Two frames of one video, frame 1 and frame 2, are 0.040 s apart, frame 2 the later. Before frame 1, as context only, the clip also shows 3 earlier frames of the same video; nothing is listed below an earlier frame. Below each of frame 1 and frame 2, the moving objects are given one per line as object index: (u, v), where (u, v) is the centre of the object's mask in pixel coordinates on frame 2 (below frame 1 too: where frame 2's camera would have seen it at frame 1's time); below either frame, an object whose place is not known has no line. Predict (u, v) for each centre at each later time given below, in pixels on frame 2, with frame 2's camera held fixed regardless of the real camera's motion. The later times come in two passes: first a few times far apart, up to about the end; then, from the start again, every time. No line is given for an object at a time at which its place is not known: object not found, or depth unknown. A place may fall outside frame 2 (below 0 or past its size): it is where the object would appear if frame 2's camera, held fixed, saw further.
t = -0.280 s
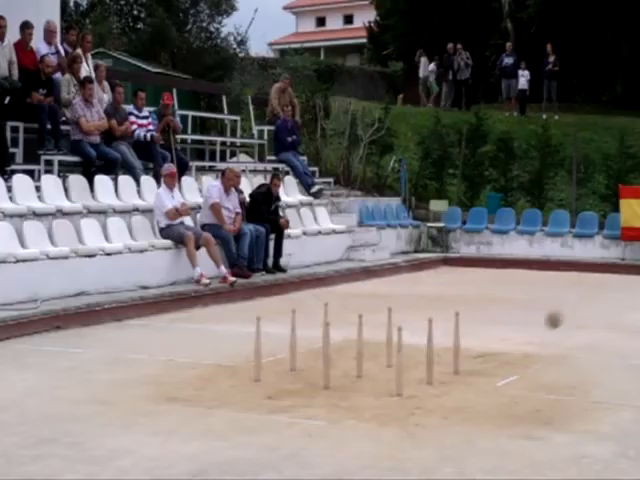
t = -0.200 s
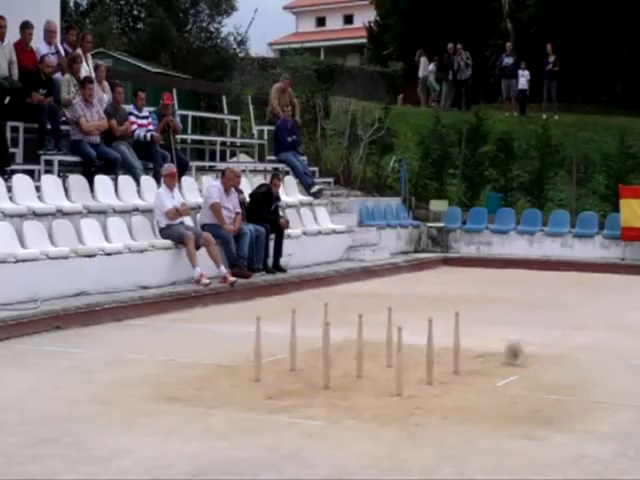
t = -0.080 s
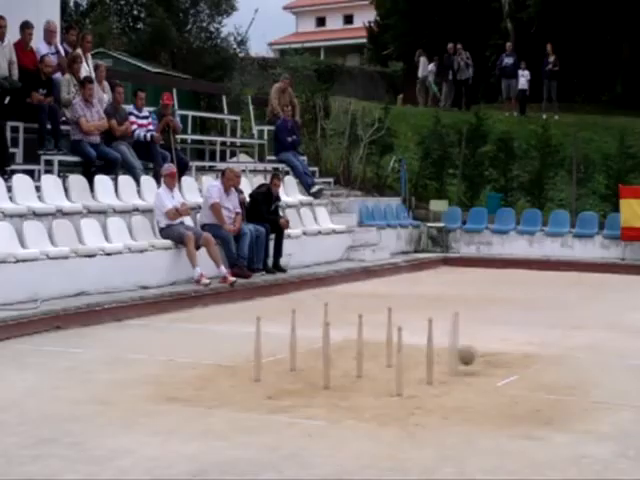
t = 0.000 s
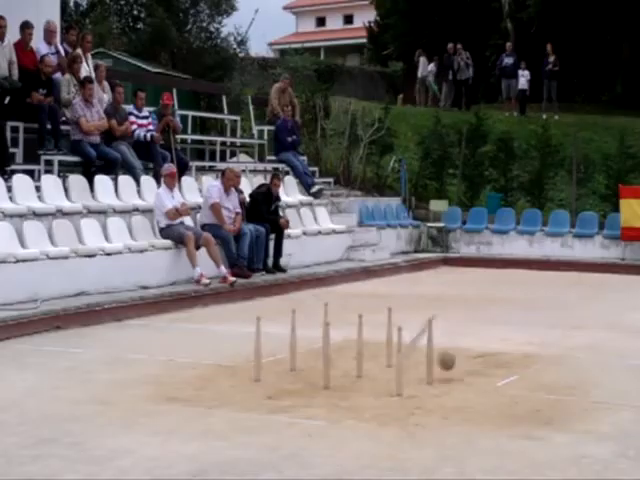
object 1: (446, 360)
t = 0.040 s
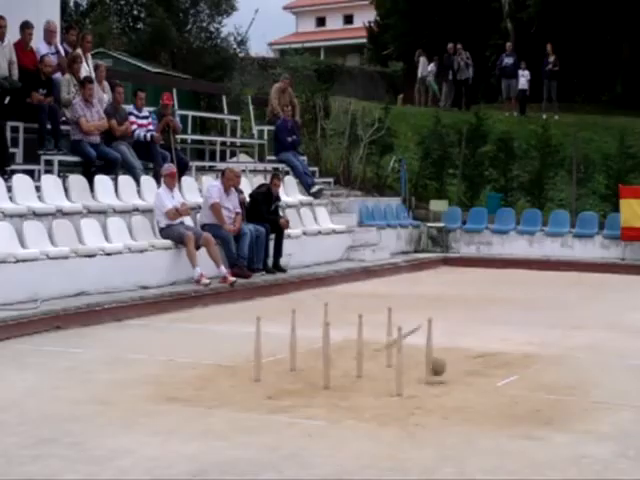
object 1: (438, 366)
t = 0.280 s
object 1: (407, 383)
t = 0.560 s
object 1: (390, 397)
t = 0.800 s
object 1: (376, 407)
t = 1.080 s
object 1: (360, 422)
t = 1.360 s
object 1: (342, 437)
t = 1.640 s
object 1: (324, 453)
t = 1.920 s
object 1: (308, 467)
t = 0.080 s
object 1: (431, 370)
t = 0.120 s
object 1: (424, 376)
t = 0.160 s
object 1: (419, 378)
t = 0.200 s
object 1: (415, 380)
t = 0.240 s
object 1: (411, 383)
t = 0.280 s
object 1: (407, 383)
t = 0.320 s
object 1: (404, 387)
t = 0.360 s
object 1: (402, 389)
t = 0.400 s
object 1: (399, 390)
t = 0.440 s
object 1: (397, 392)
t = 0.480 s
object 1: (395, 394)
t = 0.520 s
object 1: (392, 395)
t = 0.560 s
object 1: (390, 397)
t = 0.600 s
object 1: (388, 399)
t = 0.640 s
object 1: (385, 400)
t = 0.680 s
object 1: (383, 402)
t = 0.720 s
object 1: (381, 404)
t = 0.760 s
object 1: (379, 404)
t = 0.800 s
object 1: (376, 407)
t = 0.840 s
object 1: (374, 409)
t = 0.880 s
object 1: (372, 410)
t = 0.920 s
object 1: (370, 412)
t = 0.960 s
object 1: (367, 415)
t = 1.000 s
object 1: (365, 417)
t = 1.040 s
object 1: (362, 419)
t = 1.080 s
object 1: (360, 422)
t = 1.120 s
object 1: (357, 424)
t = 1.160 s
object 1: (355, 424)
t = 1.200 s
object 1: (353, 429)
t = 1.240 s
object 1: (350, 430)
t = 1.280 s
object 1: (347, 431)
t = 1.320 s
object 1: (345, 434)
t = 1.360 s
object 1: (342, 437)
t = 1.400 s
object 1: (339, 439)
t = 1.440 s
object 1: (337, 441)
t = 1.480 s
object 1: (334, 443)
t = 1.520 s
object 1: (332, 444)
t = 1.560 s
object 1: (329, 447)
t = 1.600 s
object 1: (327, 451)
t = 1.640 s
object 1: (324, 453)
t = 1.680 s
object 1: (322, 454)
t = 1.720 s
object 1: (319, 456)
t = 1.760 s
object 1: (317, 460)
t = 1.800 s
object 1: (315, 462)
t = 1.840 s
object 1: (313, 462)
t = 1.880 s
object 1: (310, 465)
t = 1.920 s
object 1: (308, 467)
